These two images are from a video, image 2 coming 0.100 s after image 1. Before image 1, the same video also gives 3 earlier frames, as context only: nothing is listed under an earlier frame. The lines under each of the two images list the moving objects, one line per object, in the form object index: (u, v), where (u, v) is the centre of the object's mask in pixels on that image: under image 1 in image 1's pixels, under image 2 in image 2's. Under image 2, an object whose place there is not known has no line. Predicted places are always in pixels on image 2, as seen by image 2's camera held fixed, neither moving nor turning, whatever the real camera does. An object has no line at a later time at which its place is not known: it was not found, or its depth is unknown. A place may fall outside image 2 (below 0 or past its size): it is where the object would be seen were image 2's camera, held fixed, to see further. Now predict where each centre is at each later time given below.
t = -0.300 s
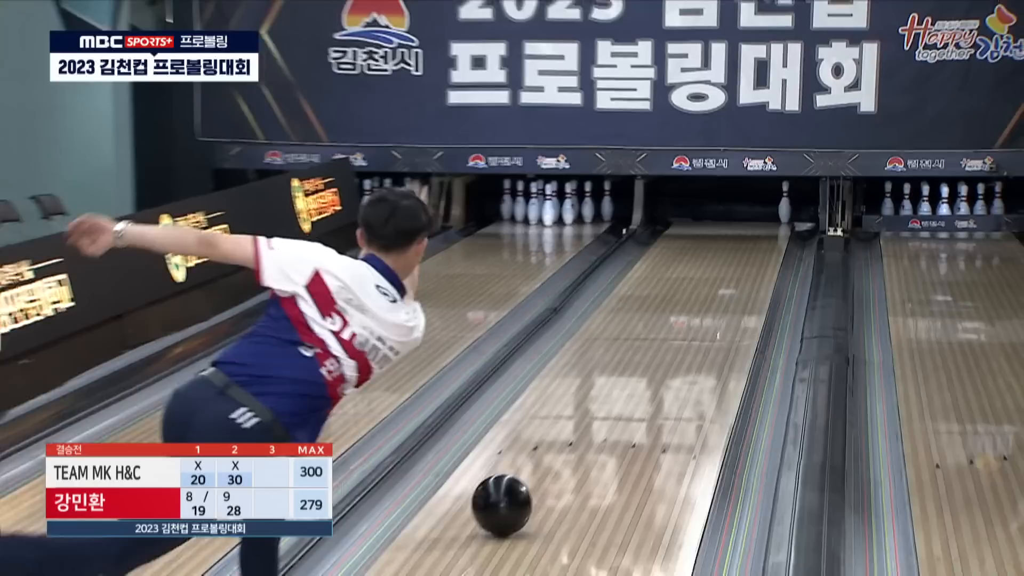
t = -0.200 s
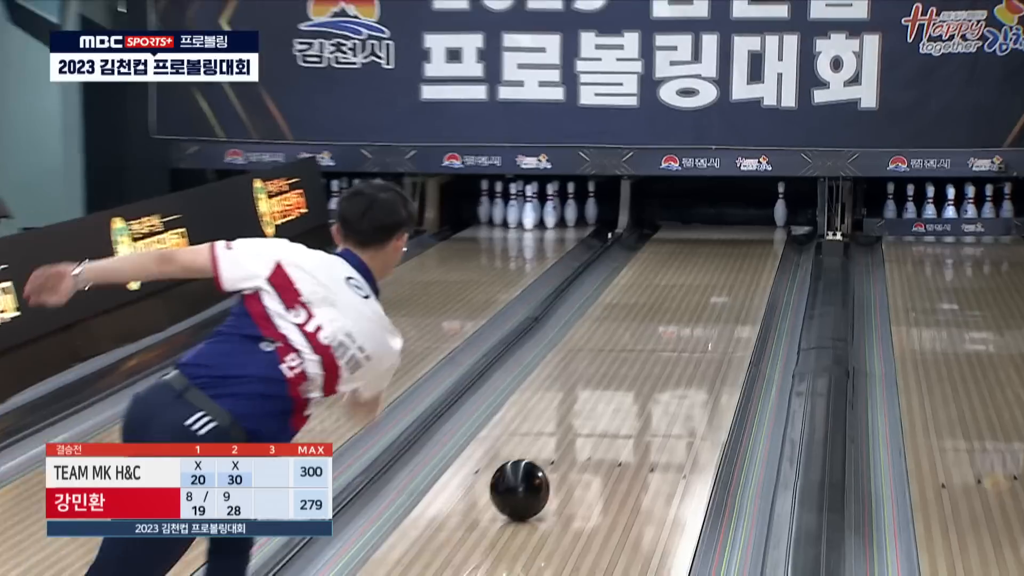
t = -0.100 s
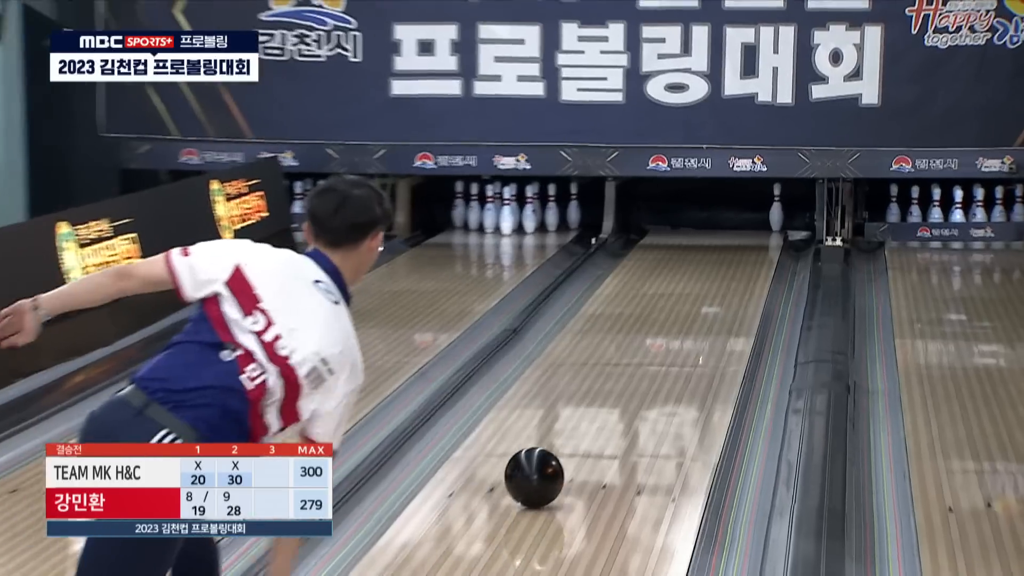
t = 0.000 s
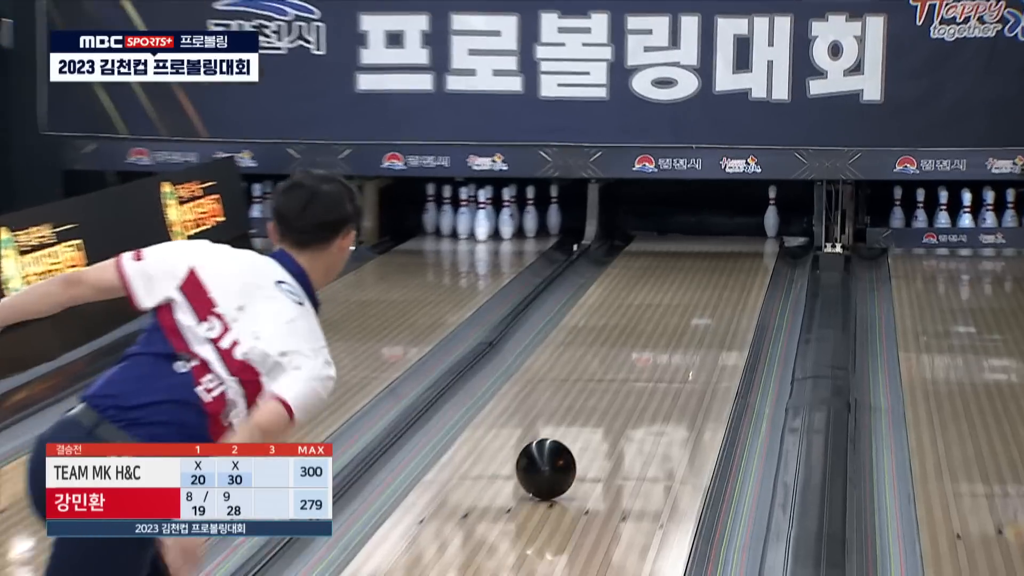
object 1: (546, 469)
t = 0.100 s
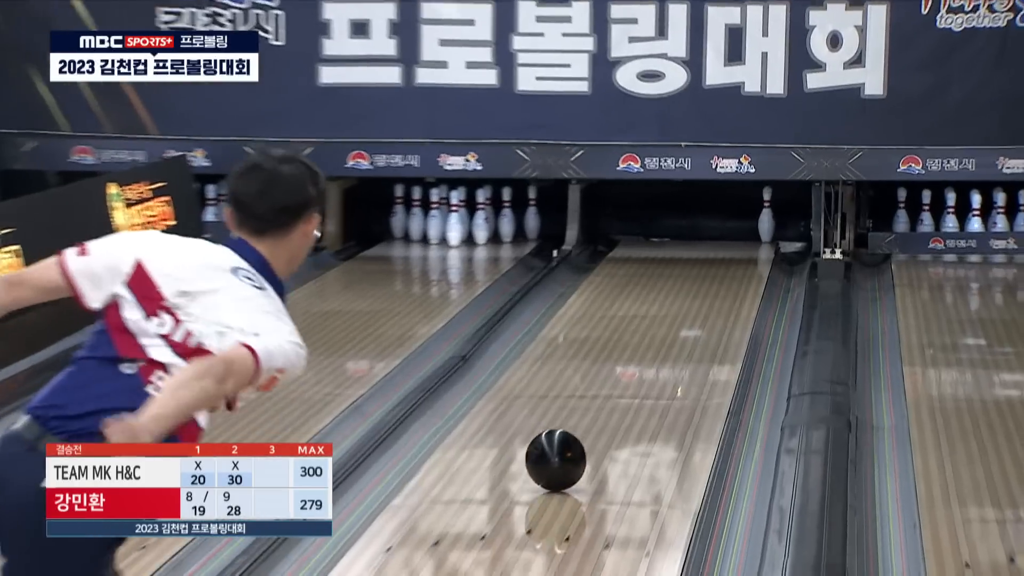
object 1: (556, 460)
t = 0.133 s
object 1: (566, 449)
